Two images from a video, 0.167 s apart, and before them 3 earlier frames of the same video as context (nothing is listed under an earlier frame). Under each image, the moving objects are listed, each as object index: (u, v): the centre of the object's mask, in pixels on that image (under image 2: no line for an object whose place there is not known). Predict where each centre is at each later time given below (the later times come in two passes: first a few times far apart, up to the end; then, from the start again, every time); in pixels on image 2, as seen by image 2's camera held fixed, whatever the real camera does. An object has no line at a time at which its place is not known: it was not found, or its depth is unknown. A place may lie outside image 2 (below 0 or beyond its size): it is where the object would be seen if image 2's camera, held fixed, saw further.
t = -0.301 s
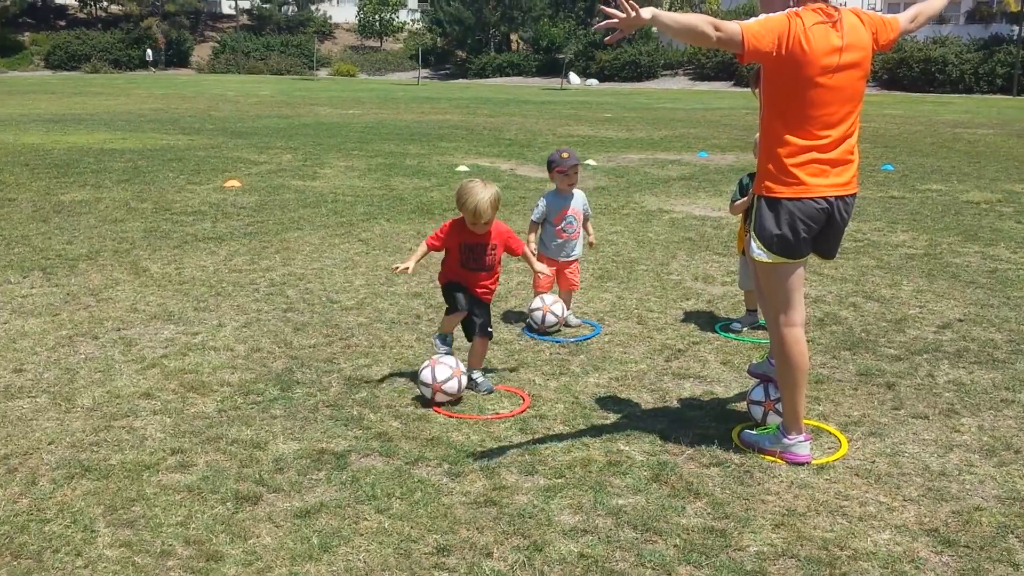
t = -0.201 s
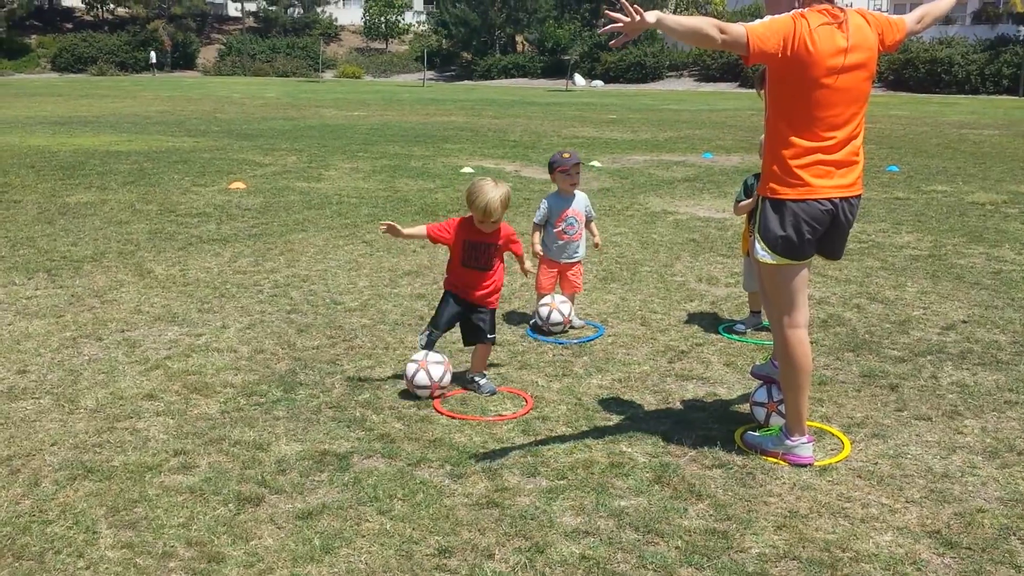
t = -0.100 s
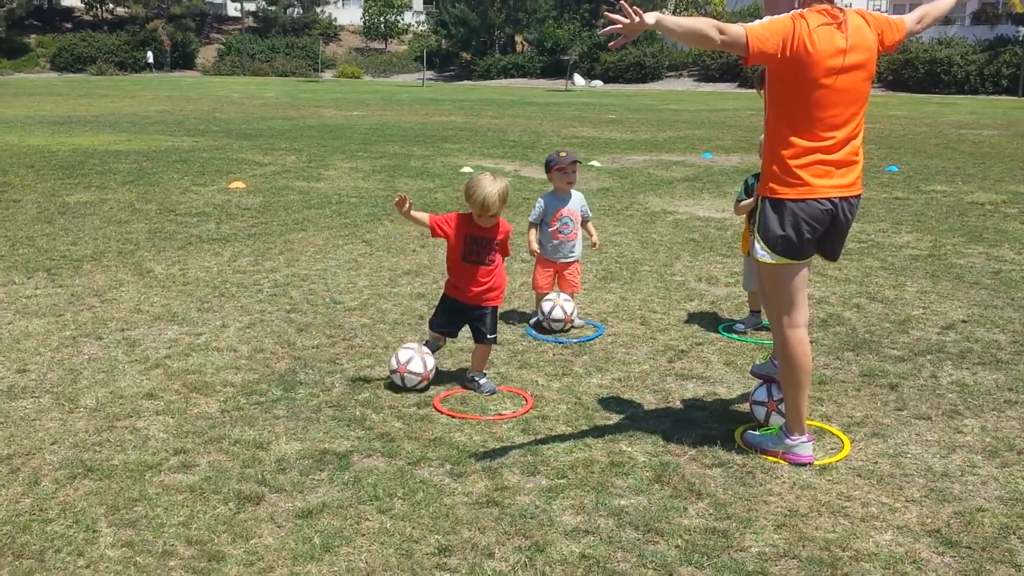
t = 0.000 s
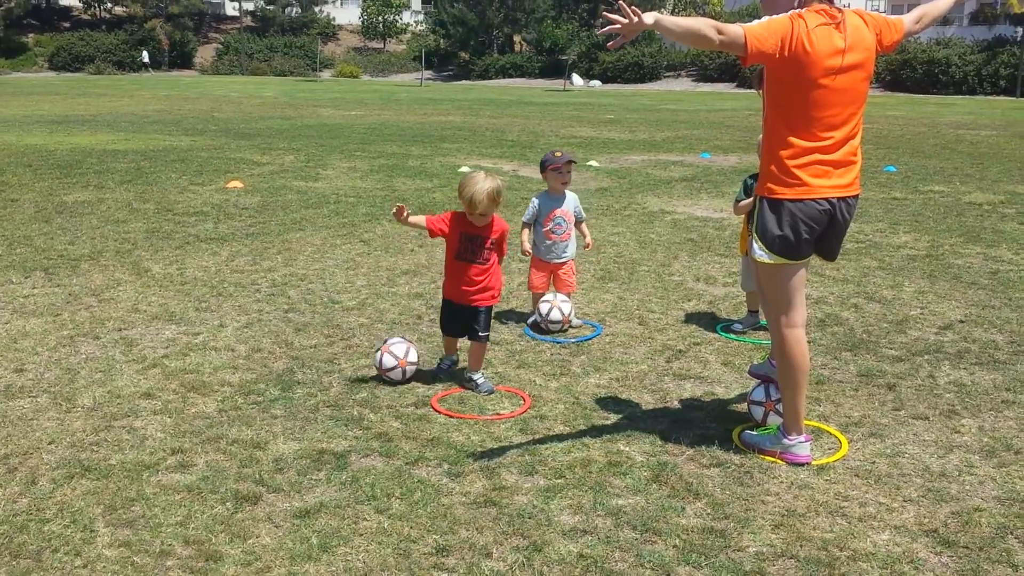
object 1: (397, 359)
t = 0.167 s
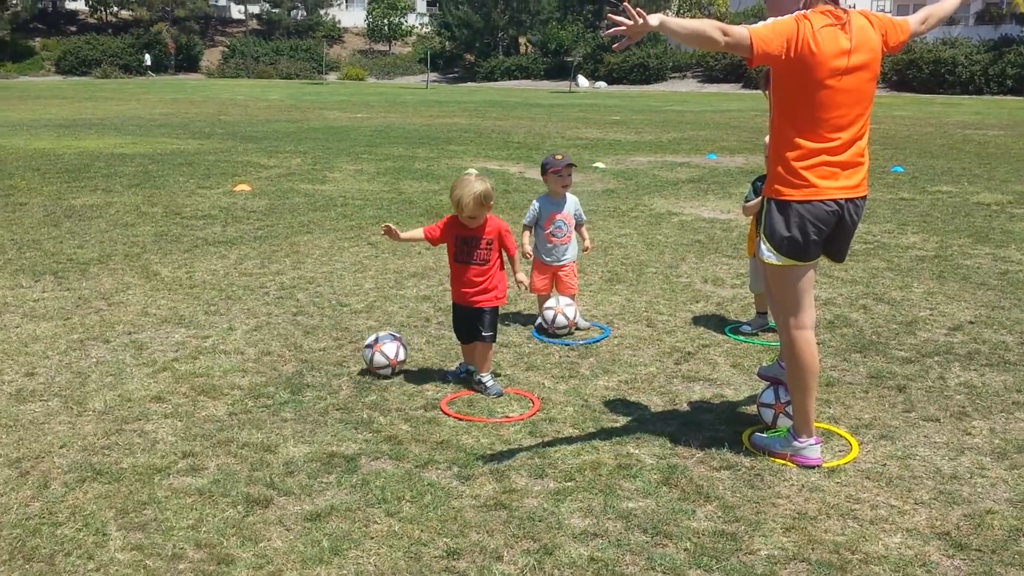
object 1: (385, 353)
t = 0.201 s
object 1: (381, 353)
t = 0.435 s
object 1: (359, 341)
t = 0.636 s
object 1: (345, 333)
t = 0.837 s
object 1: (336, 326)
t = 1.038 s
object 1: (329, 322)
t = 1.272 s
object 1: (324, 317)
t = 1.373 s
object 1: (322, 315)
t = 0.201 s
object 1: (381, 353)
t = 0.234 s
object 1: (378, 349)
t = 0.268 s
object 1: (375, 348)
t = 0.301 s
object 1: (372, 347)
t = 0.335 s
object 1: (368, 346)
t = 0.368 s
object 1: (365, 344)
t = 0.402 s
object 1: (362, 342)
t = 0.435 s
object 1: (359, 341)
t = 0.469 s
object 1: (356, 340)
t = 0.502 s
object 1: (353, 340)
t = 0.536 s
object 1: (351, 337)
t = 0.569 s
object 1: (349, 336)
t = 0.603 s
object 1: (347, 334)
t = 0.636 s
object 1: (345, 333)
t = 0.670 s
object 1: (343, 331)
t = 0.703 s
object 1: (342, 330)
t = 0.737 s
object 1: (340, 329)
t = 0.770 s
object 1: (339, 328)
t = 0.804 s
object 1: (338, 327)
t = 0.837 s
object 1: (336, 326)
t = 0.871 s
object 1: (335, 326)
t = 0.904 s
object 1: (334, 325)
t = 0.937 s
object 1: (333, 325)
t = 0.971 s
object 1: (332, 324)
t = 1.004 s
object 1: (330, 323)
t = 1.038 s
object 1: (329, 322)
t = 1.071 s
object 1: (328, 322)
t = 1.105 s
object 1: (326, 321)
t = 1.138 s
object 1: (325, 320)
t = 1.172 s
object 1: (325, 319)
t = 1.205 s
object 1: (325, 318)
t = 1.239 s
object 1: (324, 318)
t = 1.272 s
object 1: (324, 317)
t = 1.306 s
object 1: (323, 316)
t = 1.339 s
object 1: (323, 316)
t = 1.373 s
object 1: (322, 315)
